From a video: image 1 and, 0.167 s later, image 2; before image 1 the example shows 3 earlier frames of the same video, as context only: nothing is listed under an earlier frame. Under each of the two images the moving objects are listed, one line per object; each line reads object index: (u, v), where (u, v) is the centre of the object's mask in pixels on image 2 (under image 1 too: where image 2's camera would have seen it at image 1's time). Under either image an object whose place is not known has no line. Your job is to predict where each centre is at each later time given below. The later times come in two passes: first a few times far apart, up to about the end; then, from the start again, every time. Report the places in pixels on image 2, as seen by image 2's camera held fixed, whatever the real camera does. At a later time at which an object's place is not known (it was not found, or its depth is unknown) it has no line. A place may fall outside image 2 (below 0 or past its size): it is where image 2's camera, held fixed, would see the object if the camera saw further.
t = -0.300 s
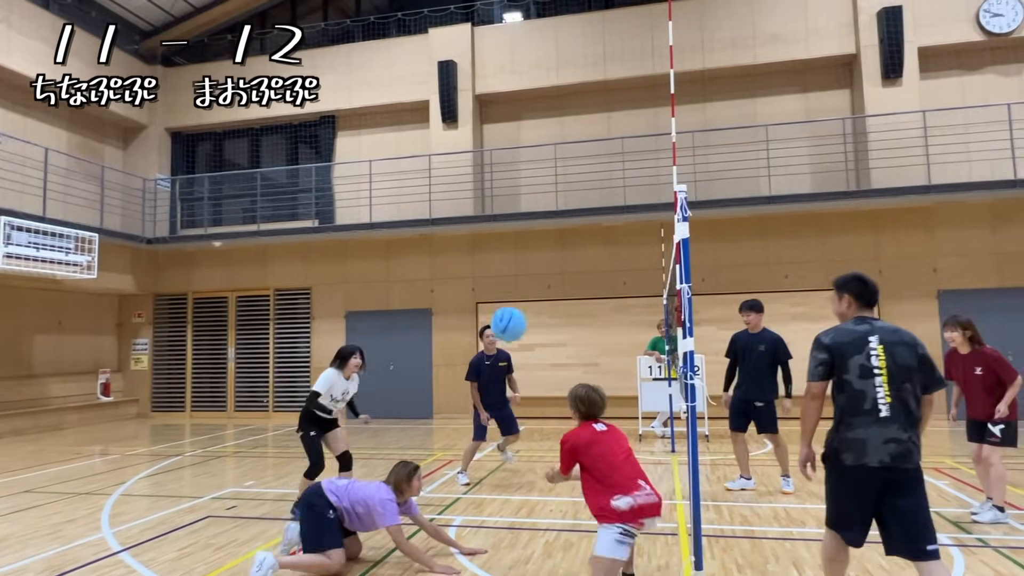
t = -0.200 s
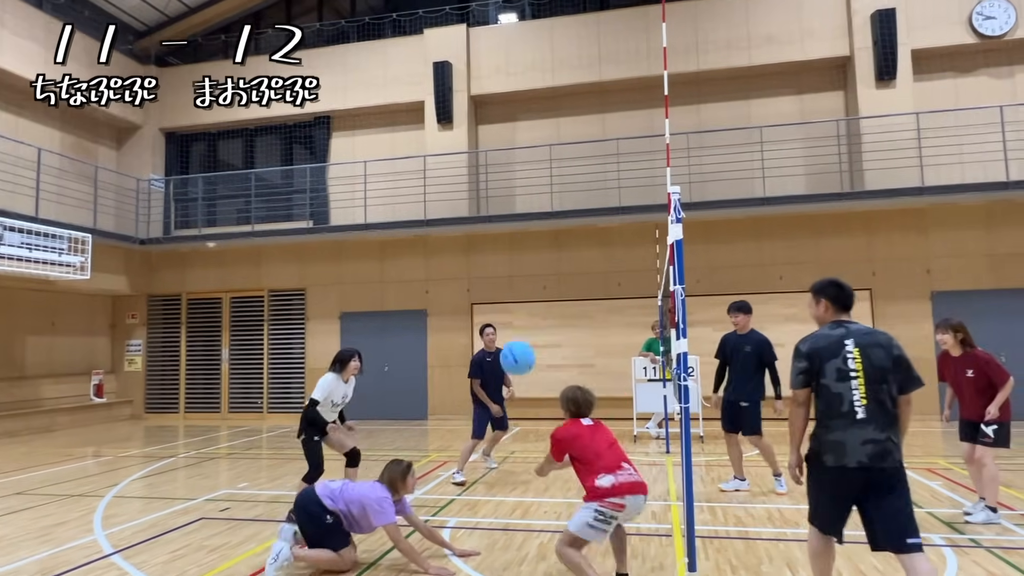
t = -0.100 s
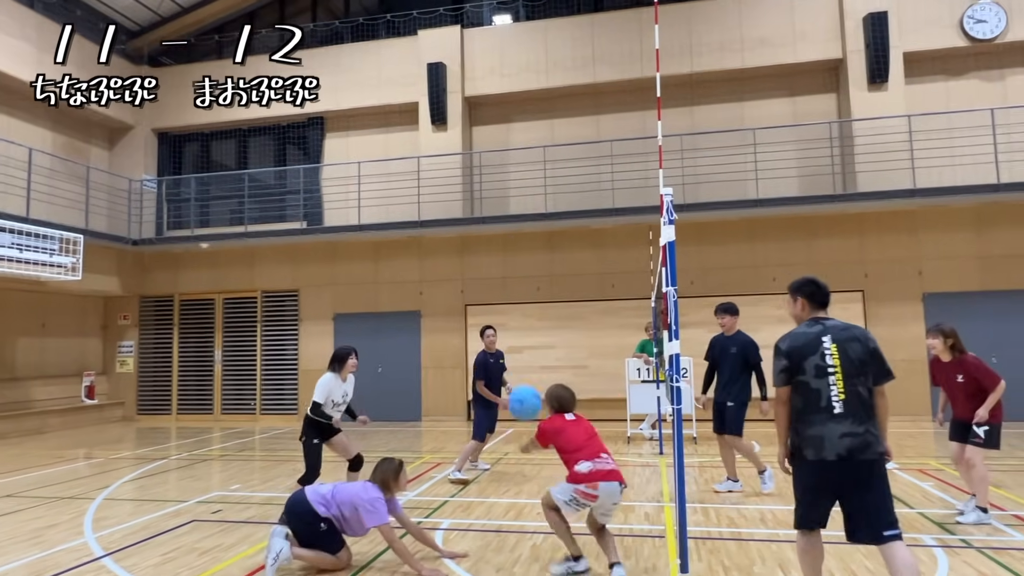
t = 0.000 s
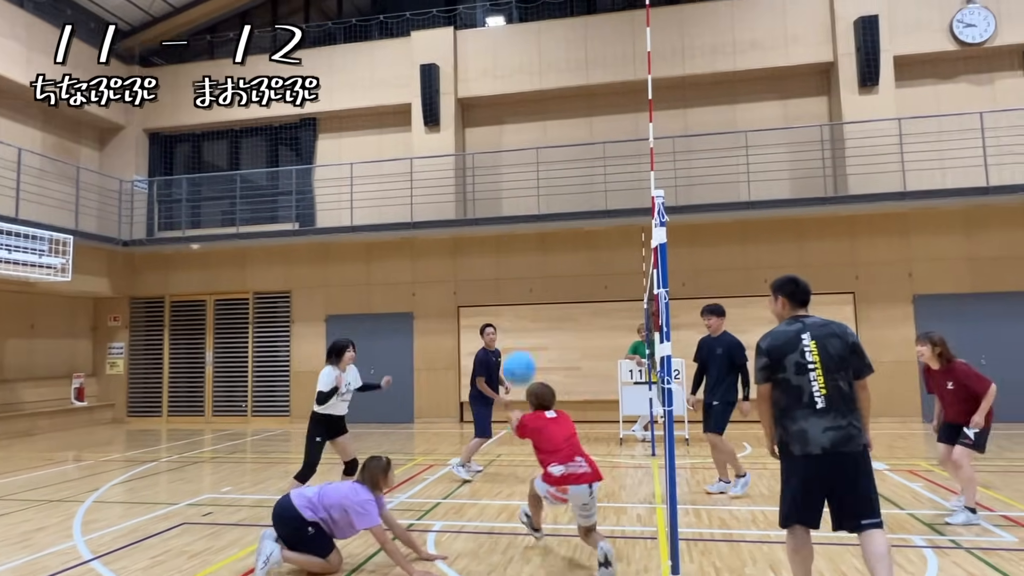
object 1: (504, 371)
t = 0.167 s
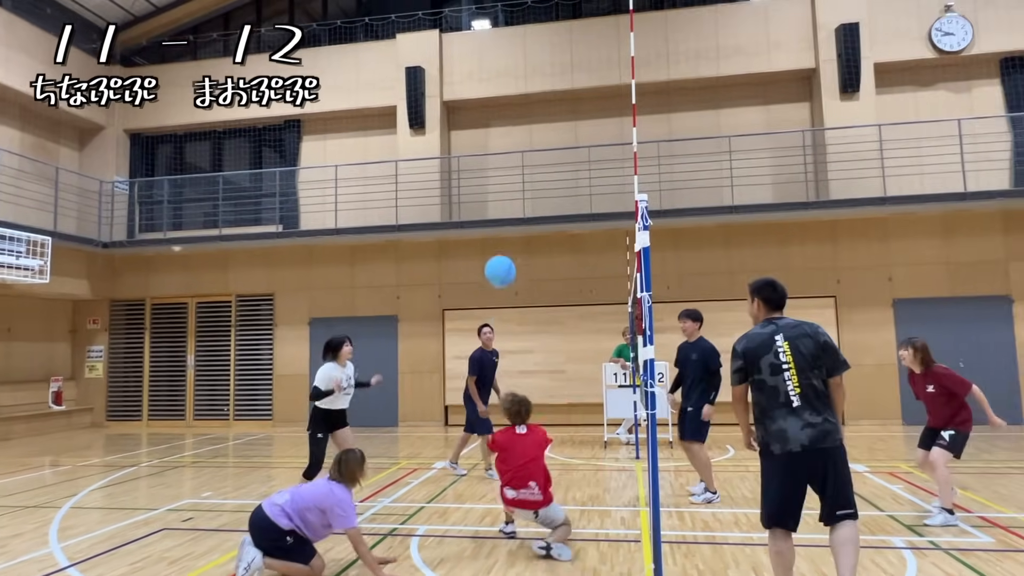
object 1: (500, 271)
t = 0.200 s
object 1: (499, 257)
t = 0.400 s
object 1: (497, 205)
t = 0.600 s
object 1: (494, 198)
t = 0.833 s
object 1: (494, 239)
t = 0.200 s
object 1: (499, 257)
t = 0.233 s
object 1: (499, 245)
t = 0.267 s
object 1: (498, 234)
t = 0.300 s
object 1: (498, 224)
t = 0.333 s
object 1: (497, 216)
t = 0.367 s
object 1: (497, 210)
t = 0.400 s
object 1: (497, 205)
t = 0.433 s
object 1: (496, 200)
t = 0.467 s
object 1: (495, 198)
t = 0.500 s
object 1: (495, 197)
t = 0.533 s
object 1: (495, 197)
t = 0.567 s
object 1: (495, 197)
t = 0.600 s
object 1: (494, 198)
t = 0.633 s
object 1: (494, 201)
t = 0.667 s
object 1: (494, 205)
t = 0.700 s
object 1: (494, 211)
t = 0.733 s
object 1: (493, 216)
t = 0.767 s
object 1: (493, 223)
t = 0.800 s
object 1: (494, 230)
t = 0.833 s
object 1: (494, 239)
